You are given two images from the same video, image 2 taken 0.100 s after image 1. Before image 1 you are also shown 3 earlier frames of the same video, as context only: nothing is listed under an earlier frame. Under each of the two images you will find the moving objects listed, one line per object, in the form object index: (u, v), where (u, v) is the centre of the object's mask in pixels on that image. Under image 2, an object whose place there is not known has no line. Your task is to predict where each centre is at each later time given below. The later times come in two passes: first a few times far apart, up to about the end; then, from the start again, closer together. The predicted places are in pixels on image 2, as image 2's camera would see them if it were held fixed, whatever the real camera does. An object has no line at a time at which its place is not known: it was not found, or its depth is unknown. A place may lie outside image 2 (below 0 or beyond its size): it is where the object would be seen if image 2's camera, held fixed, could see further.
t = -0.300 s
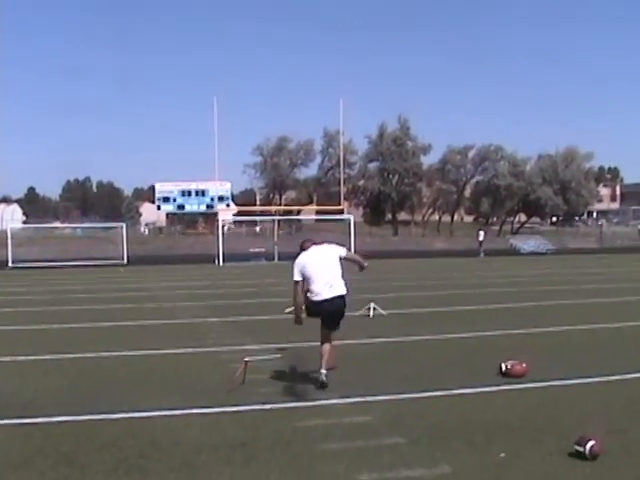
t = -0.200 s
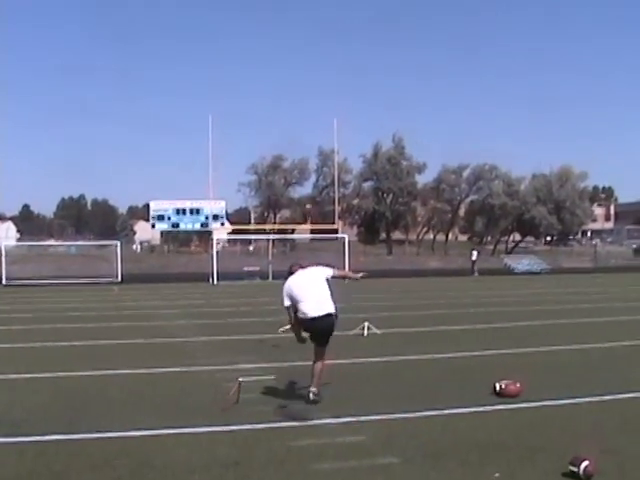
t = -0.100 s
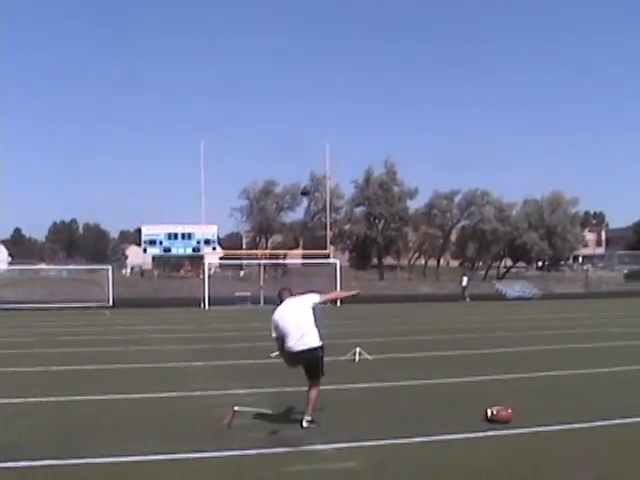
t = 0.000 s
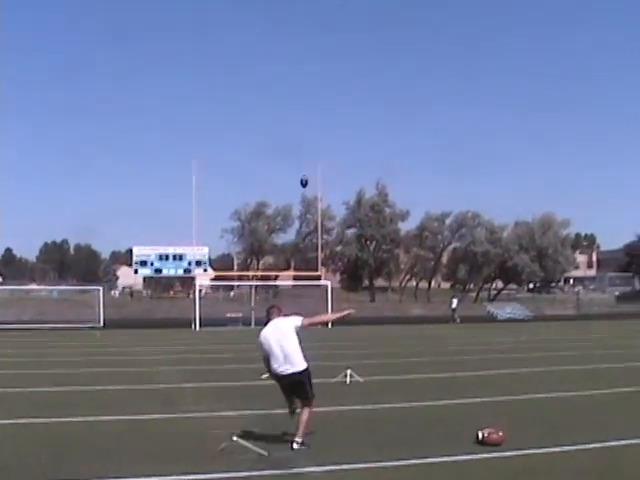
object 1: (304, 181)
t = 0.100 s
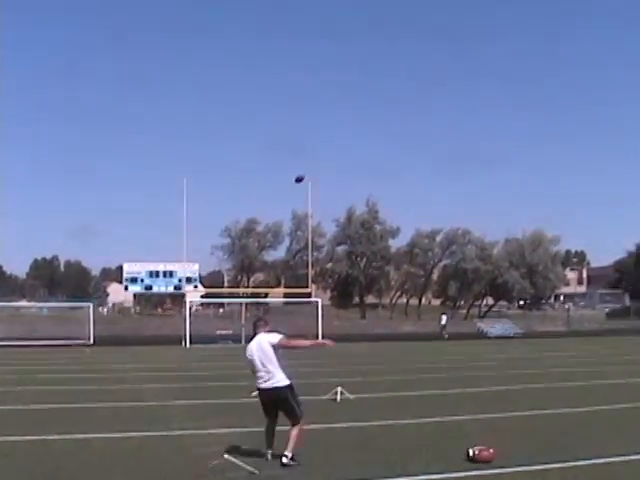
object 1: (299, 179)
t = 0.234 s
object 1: (305, 162)
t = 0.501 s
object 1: (317, 156)
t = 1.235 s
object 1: (346, 214)
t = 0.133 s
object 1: (300, 174)
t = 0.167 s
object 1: (302, 169)
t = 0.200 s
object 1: (303, 166)
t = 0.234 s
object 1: (305, 162)
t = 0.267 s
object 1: (307, 160)
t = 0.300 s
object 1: (308, 159)
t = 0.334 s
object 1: (310, 157)
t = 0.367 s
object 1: (311, 156)
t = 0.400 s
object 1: (313, 156)
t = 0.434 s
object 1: (315, 155)
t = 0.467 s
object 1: (316, 155)
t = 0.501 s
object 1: (317, 156)
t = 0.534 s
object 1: (320, 156)
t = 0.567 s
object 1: (321, 158)
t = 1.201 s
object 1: (345, 210)
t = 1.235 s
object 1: (346, 214)
